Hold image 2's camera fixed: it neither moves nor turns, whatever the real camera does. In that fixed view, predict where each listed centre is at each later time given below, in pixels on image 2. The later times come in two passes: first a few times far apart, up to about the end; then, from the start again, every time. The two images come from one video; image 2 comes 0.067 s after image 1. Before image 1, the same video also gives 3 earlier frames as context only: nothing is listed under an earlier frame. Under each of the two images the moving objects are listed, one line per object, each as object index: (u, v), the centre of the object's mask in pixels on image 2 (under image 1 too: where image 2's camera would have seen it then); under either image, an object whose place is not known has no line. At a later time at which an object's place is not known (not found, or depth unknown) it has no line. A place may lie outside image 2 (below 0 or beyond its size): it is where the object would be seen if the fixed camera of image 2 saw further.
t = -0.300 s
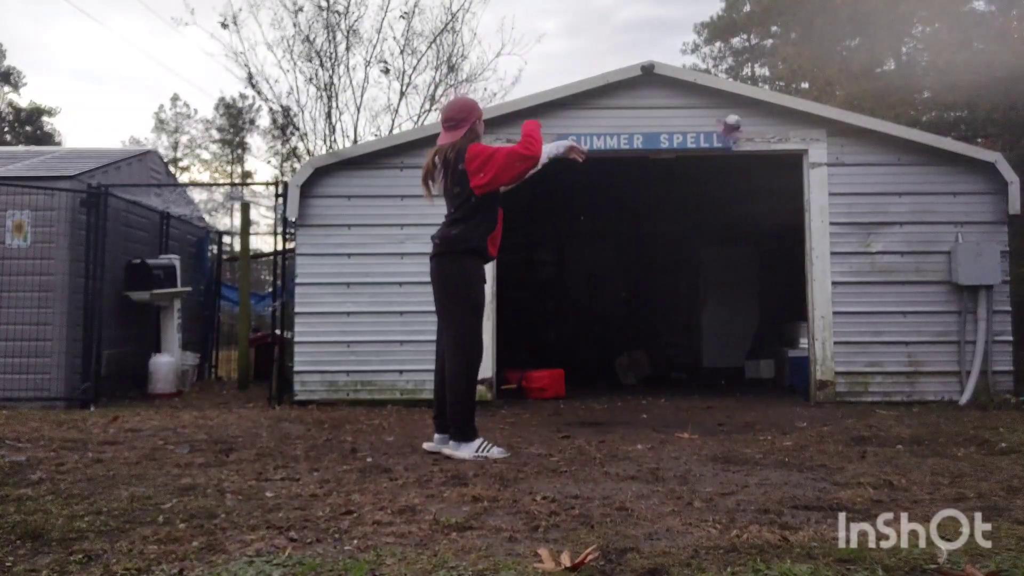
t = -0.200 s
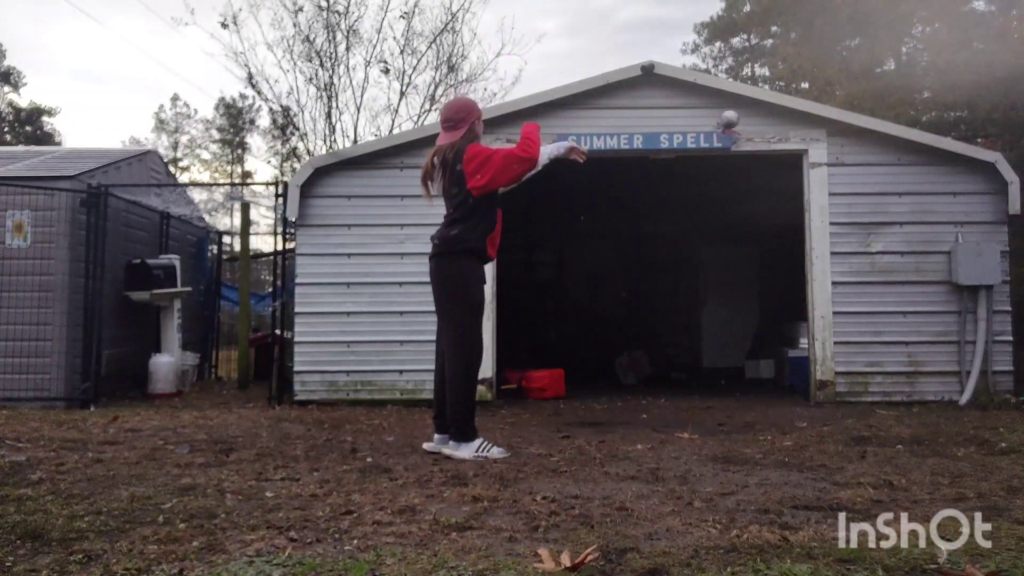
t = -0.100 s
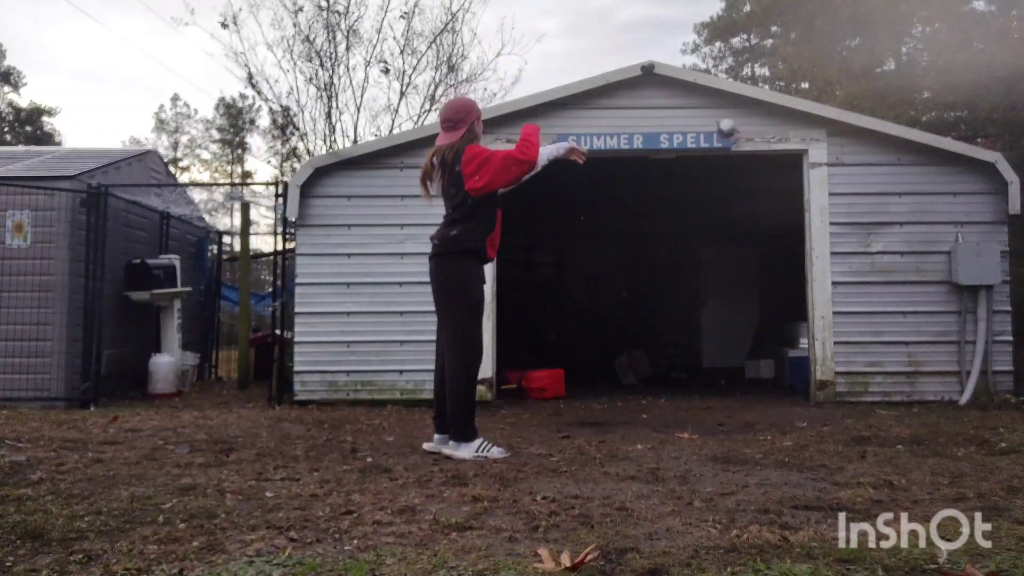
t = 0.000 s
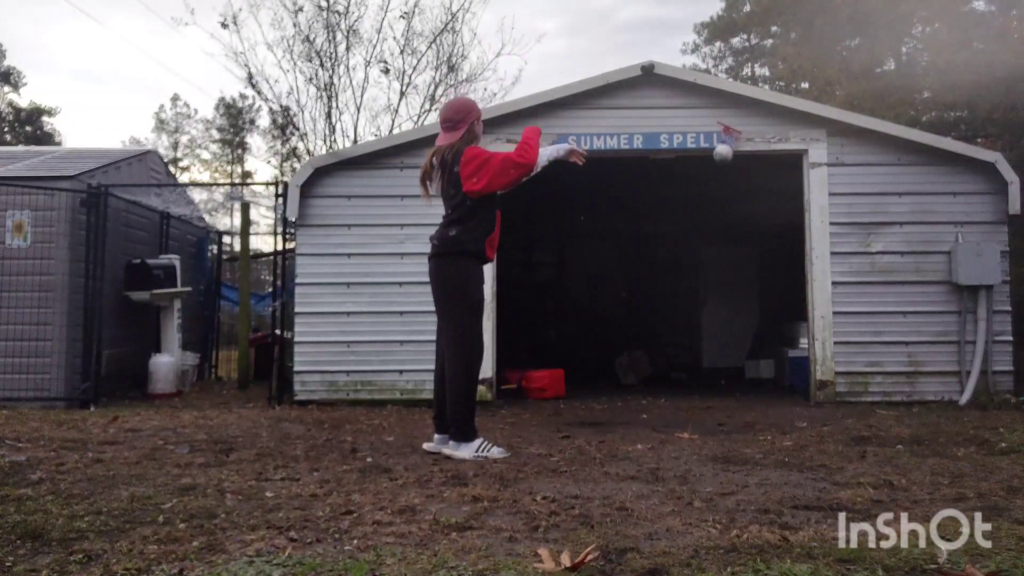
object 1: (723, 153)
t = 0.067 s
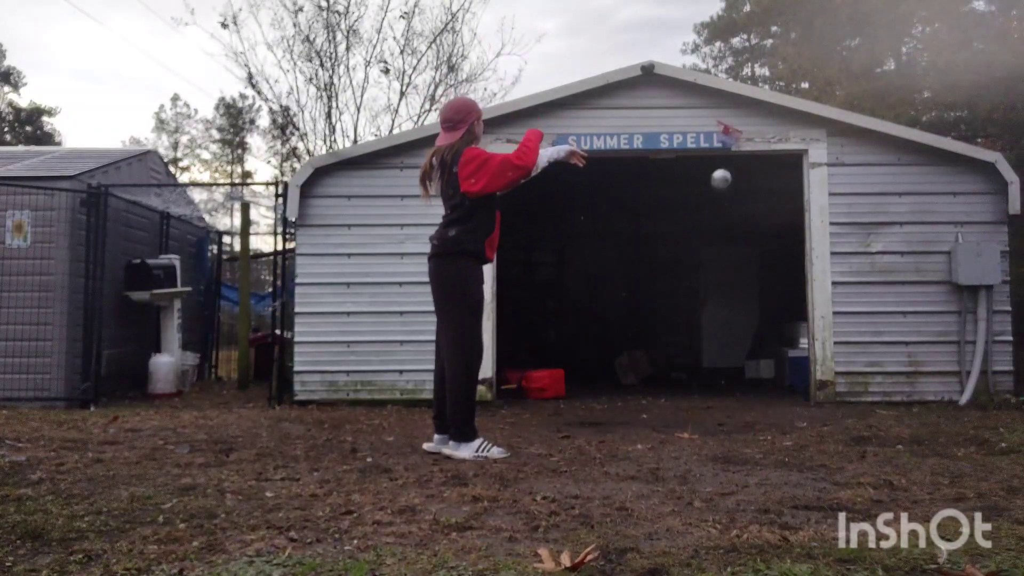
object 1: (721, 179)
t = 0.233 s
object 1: (716, 283)
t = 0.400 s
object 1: (706, 409)
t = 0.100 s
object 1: (720, 195)
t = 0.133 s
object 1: (719, 215)
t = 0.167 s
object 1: (718, 235)
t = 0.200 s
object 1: (717, 258)
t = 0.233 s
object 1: (716, 283)
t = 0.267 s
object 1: (714, 312)
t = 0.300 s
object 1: (714, 342)
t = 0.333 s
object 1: (713, 377)
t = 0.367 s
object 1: (712, 414)
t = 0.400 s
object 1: (706, 409)
